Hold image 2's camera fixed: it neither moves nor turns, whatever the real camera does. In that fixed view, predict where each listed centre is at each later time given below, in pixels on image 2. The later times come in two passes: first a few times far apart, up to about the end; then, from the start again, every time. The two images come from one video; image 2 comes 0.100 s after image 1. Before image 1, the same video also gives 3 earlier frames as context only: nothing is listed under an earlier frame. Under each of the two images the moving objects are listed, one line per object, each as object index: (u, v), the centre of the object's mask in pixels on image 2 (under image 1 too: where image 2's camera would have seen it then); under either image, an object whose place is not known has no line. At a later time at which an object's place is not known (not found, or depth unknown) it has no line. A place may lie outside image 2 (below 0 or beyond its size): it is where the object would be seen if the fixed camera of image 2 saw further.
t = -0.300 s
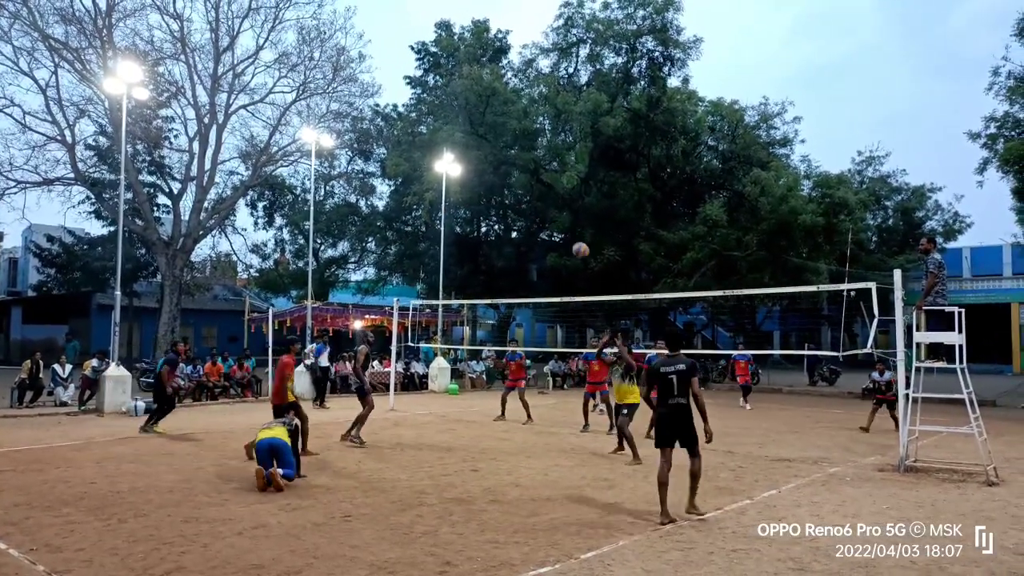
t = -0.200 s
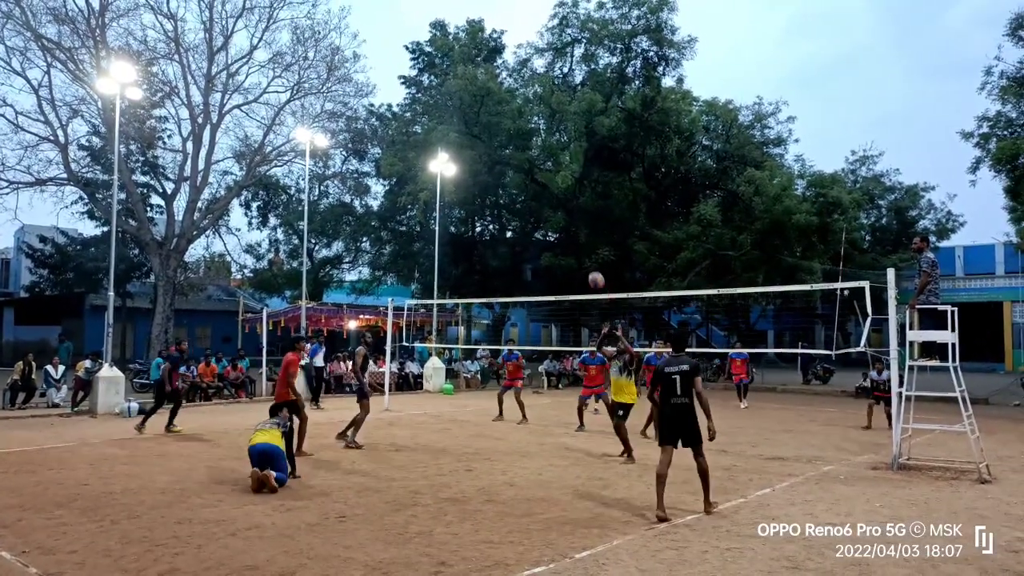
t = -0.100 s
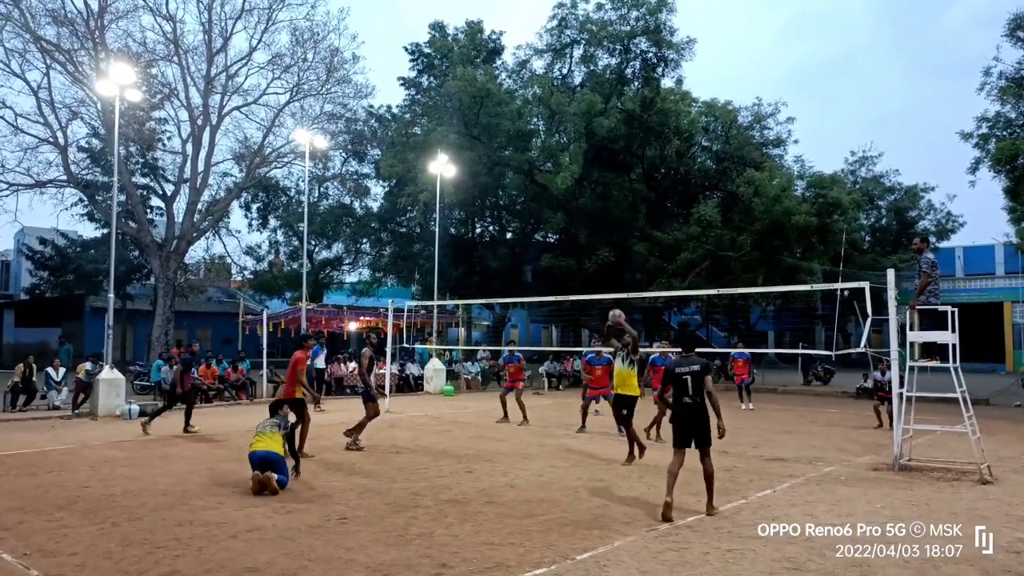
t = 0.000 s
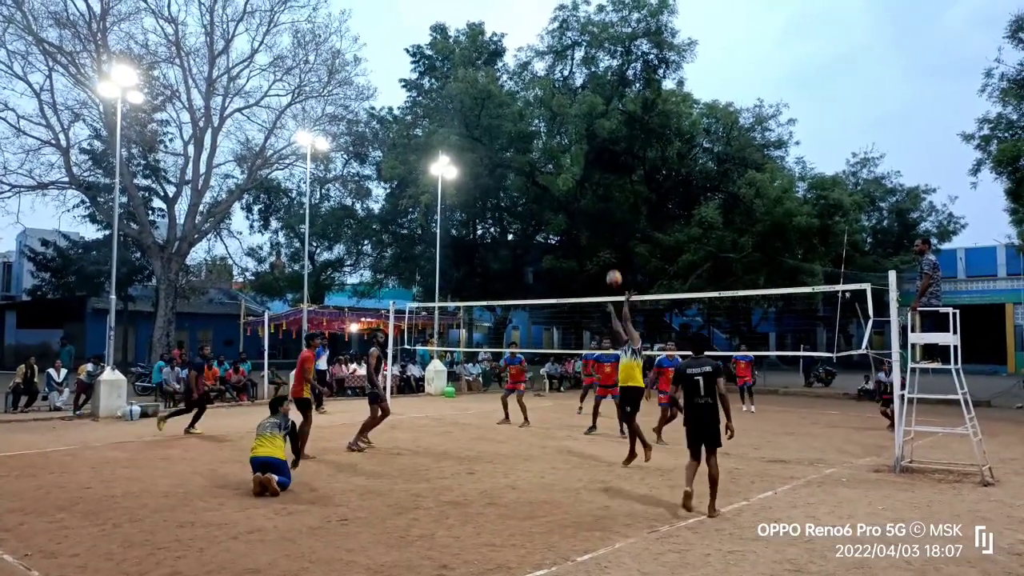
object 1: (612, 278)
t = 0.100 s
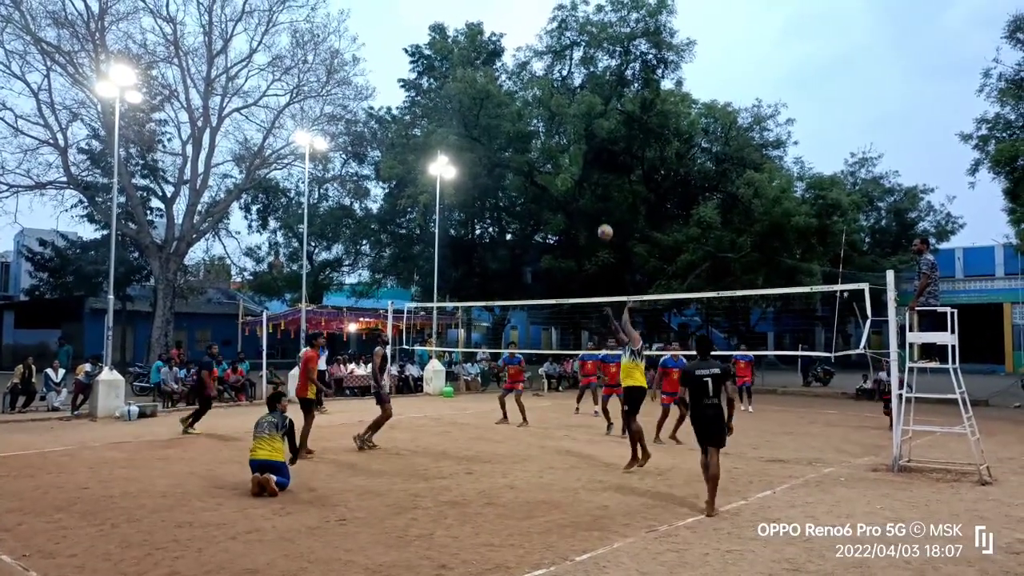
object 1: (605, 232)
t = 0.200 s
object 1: (598, 195)
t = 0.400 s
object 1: (586, 145)
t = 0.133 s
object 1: (603, 219)
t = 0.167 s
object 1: (600, 206)
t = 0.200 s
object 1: (598, 195)
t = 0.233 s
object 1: (596, 184)
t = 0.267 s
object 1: (594, 175)
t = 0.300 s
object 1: (592, 166)
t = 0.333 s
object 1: (590, 158)
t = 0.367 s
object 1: (588, 151)
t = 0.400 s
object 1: (586, 145)
